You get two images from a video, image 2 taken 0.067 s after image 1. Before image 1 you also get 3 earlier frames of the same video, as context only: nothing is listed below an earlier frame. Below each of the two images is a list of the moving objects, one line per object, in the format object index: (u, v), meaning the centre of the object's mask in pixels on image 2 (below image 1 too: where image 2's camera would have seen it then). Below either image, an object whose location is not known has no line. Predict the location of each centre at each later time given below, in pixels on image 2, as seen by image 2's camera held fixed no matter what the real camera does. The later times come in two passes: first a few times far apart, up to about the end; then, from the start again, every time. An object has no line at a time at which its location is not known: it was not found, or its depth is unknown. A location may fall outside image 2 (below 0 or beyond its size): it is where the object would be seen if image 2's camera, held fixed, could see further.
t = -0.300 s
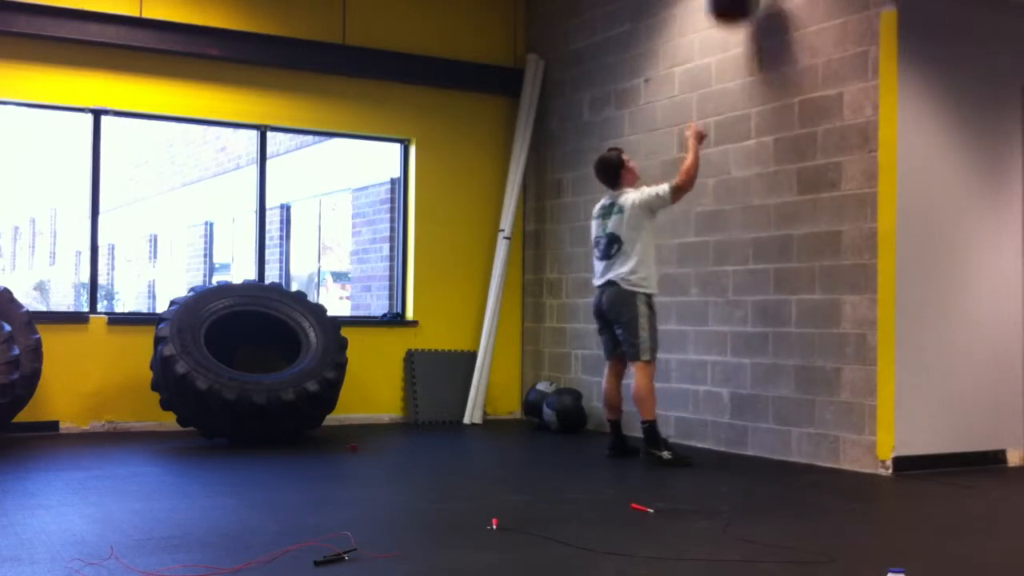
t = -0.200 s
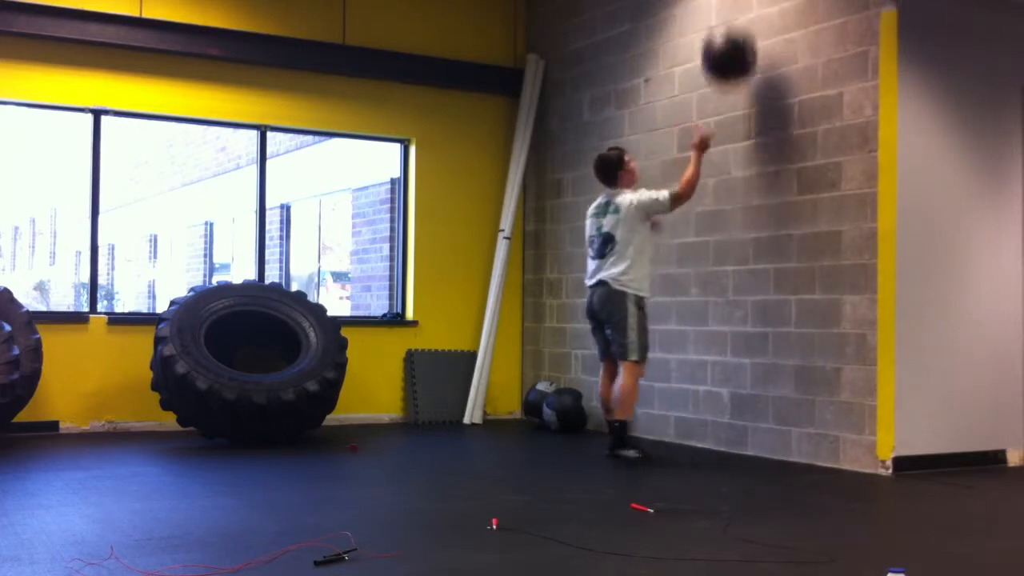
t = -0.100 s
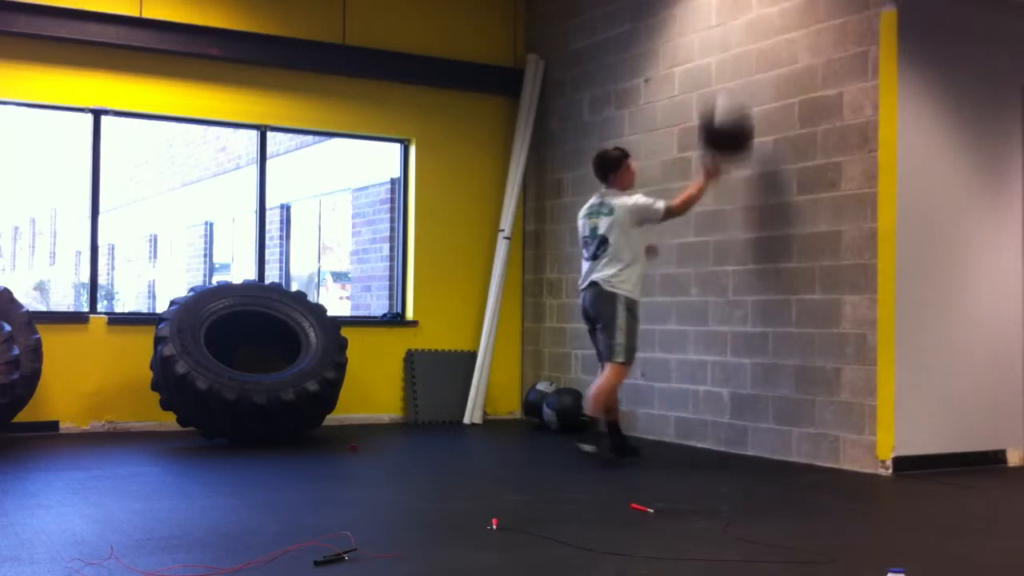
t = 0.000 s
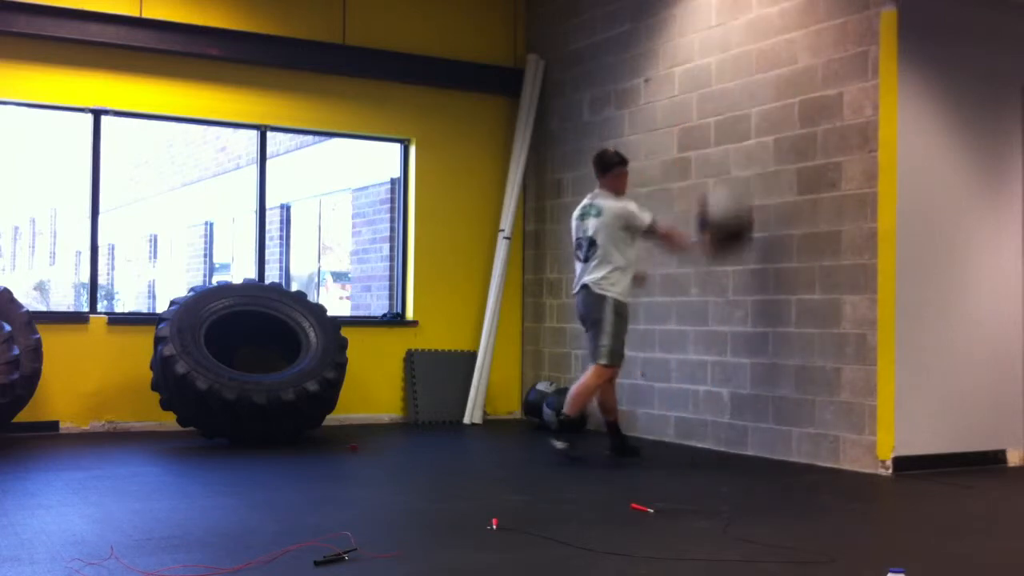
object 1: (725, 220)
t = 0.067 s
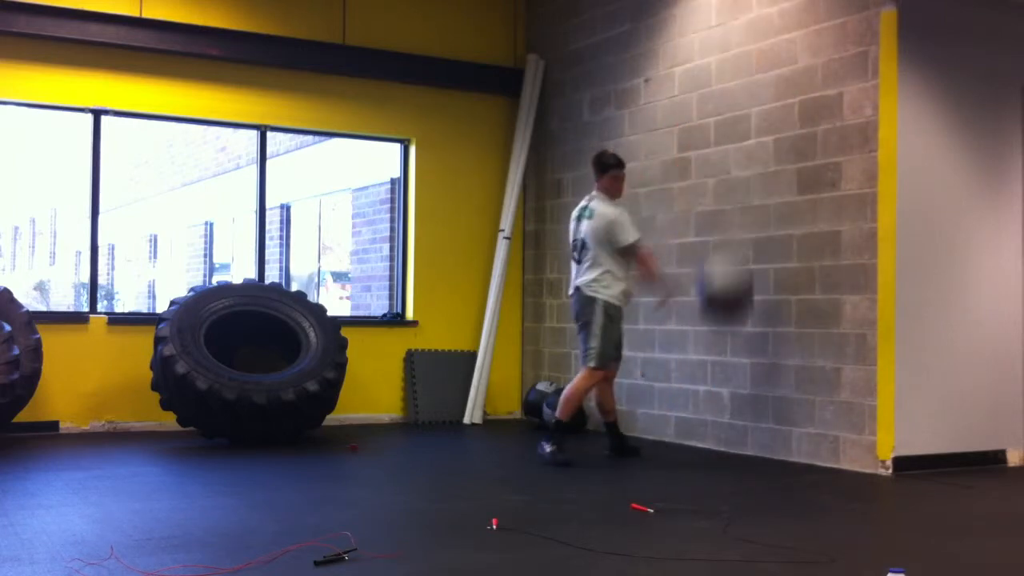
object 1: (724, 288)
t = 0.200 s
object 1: (723, 436)
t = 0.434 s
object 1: (721, 362)
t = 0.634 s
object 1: (718, 359)
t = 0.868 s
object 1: (715, 433)
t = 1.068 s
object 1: (719, 412)
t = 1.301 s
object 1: (725, 427)
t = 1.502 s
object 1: (730, 430)
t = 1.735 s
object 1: (733, 430)
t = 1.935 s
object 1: (734, 431)
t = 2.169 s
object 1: (733, 431)
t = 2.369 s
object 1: (733, 431)
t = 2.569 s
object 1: (734, 431)
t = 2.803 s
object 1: (734, 431)
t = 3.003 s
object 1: (734, 431)
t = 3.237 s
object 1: (733, 431)
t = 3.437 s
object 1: (733, 431)
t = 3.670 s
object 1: (733, 431)
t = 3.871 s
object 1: (733, 431)
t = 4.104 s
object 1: (733, 431)
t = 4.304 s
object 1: (733, 431)
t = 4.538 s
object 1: (733, 431)
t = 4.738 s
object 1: (733, 431)
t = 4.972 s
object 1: (733, 431)
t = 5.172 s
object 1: (733, 431)
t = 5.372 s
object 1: (733, 431)
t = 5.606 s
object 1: (733, 431)
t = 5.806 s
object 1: (733, 431)
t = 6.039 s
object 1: (733, 431)
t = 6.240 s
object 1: (733, 431)
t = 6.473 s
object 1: (733, 431)
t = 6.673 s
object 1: (733, 431)
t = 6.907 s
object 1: (733, 431)
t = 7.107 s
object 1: (733, 431)
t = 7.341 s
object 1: (733, 431)
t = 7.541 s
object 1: (733, 431)
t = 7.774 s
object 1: (733, 431)
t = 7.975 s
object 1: (733, 431)
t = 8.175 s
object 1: (733, 431)
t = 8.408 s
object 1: (733, 431)
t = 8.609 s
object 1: (733, 431)
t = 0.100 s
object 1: (725, 329)
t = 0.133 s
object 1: (726, 364)
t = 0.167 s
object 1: (726, 409)
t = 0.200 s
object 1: (723, 436)
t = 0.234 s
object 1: (723, 424)
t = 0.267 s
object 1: (723, 411)
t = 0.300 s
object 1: (722, 398)
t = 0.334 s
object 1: (722, 386)
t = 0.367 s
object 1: (721, 377)
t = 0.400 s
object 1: (721, 369)
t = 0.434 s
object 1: (721, 362)
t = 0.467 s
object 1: (721, 357)
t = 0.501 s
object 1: (720, 354)
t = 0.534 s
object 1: (720, 353)
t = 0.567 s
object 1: (719, 354)
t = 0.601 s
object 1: (719, 356)
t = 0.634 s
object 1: (718, 359)
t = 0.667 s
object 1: (718, 365)
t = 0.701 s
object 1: (717, 372)
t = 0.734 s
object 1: (717, 381)
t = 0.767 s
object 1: (716, 391)
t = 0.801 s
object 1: (716, 404)
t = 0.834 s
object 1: (715, 418)
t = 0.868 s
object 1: (715, 433)
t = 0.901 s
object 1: (715, 430)
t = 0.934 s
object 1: (716, 422)
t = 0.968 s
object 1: (717, 418)
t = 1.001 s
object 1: (718, 414)
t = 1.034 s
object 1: (719, 412)
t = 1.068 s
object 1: (719, 412)
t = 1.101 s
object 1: (720, 413)
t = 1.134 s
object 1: (721, 416)
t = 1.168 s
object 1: (722, 421)
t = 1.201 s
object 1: (723, 427)
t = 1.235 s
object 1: (724, 432)
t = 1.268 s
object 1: (725, 430)
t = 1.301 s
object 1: (725, 427)
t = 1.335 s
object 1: (726, 426)
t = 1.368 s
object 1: (727, 425)
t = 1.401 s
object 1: (728, 427)
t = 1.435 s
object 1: (729, 429)
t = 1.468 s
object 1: (730, 431)
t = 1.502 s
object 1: (730, 430)
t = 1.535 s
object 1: (731, 429)
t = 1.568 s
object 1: (731, 429)
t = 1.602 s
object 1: (732, 430)
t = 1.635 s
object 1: (732, 431)
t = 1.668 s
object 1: (733, 431)
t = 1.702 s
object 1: (733, 431)
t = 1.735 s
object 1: (733, 430)
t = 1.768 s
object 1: (734, 431)
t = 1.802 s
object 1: (734, 430)
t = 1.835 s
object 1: (734, 431)
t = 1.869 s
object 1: (734, 430)
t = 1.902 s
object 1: (734, 430)
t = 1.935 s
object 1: (734, 431)
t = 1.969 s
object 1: (734, 430)
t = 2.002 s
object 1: (734, 430)
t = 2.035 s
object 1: (734, 431)
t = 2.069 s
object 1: (734, 430)
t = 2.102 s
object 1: (734, 431)
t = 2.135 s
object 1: (734, 431)
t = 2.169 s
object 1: (733, 431)
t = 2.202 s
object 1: (733, 431)
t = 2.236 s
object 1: (733, 431)
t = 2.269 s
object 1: (733, 431)
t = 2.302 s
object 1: (734, 431)
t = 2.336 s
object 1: (733, 431)
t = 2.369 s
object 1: (733, 431)
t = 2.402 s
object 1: (734, 431)
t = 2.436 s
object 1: (734, 431)
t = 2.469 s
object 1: (734, 431)
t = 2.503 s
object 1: (734, 431)
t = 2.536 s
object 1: (734, 431)
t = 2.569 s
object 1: (734, 431)
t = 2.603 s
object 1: (734, 431)
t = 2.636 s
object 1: (734, 431)
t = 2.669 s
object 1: (734, 431)
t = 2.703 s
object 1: (734, 431)
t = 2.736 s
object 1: (734, 431)
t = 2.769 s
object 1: (734, 431)
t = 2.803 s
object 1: (734, 431)
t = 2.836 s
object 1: (734, 431)
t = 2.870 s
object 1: (734, 431)
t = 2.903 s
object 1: (733, 431)
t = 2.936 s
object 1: (734, 431)
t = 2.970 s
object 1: (734, 431)
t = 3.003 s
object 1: (734, 431)
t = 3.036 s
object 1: (734, 431)
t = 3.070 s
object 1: (733, 431)
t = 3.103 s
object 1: (733, 431)
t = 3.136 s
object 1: (733, 431)
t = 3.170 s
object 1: (733, 431)
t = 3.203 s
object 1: (733, 431)
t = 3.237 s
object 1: (733, 431)
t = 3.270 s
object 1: (733, 431)
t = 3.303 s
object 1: (733, 431)
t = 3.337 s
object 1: (733, 431)
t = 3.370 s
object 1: (733, 431)
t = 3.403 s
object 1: (733, 431)
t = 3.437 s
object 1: (733, 431)
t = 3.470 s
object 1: (733, 431)
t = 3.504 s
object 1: (733, 431)
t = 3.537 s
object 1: (733, 431)
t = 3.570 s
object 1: (733, 431)
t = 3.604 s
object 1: (733, 431)
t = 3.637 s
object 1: (733, 431)
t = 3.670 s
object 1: (733, 431)
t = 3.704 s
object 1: (733, 431)
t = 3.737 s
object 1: (733, 431)
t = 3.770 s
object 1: (733, 431)
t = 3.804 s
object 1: (733, 431)
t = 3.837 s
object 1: (733, 431)
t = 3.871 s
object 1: (733, 431)
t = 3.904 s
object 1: (733, 431)
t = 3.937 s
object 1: (733, 431)
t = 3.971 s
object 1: (733, 431)
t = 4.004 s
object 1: (733, 431)
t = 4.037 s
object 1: (733, 431)
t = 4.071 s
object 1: (733, 431)
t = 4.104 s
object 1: (733, 431)
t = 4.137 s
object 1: (733, 431)
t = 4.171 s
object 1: (733, 431)
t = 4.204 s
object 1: (733, 431)
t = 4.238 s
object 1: (733, 431)
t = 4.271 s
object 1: (733, 431)
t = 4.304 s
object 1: (733, 431)
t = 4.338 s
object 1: (733, 431)
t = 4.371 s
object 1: (733, 431)
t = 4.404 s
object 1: (733, 431)
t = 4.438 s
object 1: (733, 431)
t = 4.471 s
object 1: (733, 431)
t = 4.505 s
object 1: (733, 431)
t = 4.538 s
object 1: (733, 431)
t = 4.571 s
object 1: (733, 431)
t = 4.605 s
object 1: (733, 431)
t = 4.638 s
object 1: (733, 431)
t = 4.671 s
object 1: (733, 431)
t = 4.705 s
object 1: (733, 431)
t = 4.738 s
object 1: (733, 431)
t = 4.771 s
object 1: (733, 431)
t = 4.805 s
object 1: (733, 431)
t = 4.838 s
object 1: (733, 431)
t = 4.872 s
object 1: (733, 431)
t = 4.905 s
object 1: (733, 431)
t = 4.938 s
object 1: (733, 431)
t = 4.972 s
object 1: (733, 431)
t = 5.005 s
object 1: (733, 431)
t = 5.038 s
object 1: (733, 431)
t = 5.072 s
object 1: (733, 431)
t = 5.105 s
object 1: (733, 431)
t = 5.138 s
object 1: (733, 431)
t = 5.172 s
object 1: (733, 431)
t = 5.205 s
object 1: (733, 431)
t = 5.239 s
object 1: (733, 431)
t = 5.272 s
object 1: (733, 431)
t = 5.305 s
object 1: (733, 431)
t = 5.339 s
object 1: (733, 431)
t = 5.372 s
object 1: (733, 431)
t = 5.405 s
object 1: (733, 431)
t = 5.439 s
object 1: (733, 431)
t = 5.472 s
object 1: (733, 431)
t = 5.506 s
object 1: (733, 431)
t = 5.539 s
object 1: (733, 431)
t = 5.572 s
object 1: (733, 431)
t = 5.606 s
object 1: (733, 431)
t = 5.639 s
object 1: (733, 431)
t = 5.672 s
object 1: (733, 431)
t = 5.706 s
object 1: (733, 431)
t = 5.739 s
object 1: (733, 431)
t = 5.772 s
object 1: (733, 431)
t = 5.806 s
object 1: (733, 431)
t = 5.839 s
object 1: (733, 431)
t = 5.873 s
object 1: (733, 431)
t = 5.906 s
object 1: (733, 431)
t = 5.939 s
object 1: (733, 431)
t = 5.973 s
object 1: (733, 431)
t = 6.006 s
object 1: (733, 431)
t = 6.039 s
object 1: (733, 431)
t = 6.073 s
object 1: (733, 431)
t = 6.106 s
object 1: (733, 431)
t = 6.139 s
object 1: (733, 431)
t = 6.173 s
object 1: (733, 431)
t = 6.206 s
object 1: (733, 431)
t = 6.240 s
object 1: (733, 431)
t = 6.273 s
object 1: (733, 431)
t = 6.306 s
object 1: (733, 431)
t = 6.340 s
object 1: (733, 431)
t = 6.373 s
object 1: (733, 431)
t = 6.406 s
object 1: (733, 431)
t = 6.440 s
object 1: (733, 431)
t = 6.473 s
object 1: (733, 431)
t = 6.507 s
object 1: (733, 431)
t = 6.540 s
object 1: (733, 431)
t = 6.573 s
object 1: (733, 431)
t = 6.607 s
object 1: (733, 431)
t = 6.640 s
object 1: (733, 431)
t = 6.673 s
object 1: (733, 431)
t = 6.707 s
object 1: (733, 431)
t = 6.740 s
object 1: (733, 431)
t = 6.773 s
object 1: (733, 431)
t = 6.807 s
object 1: (733, 431)
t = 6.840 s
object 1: (733, 431)
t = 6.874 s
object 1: (733, 431)
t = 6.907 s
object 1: (733, 431)
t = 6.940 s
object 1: (733, 431)
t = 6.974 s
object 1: (733, 431)
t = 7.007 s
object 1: (733, 431)
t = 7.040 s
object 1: (733, 431)
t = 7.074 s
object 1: (733, 431)
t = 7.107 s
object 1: (733, 431)
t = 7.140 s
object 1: (733, 431)
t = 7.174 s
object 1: (733, 431)
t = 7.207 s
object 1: (733, 431)
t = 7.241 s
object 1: (733, 431)
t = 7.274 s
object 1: (733, 431)
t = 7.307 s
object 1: (733, 431)
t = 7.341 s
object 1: (733, 431)
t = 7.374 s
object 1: (733, 431)
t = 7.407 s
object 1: (733, 431)
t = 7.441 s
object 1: (733, 431)
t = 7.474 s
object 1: (733, 431)
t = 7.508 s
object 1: (733, 431)
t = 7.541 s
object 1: (733, 431)
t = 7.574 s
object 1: (733, 431)
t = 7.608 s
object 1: (733, 431)
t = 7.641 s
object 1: (733, 431)
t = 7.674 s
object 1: (733, 431)
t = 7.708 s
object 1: (733, 431)
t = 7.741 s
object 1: (733, 431)
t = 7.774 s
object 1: (733, 431)
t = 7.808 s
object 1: (733, 431)
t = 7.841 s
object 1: (733, 431)
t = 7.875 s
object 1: (733, 431)
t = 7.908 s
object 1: (733, 431)
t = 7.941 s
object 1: (733, 431)
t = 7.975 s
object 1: (733, 431)
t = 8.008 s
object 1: (733, 431)
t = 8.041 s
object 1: (733, 431)
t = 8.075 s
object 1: (733, 431)
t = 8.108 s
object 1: (733, 431)
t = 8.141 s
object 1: (733, 431)
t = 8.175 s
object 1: (733, 431)
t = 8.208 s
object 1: (733, 431)
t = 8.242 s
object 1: (733, 431)
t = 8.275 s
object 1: (733, 431)
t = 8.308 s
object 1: (733, 431)
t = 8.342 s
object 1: (733, 431)
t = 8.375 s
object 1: (733, 431)
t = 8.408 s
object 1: (733, 431)
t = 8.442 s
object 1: (733, 431)
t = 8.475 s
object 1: (733, 431)
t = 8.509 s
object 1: (733, 431)
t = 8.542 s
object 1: (733, 431)
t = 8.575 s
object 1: (733, 431)
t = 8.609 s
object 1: (733, 431)
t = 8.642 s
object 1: (733, 431)
